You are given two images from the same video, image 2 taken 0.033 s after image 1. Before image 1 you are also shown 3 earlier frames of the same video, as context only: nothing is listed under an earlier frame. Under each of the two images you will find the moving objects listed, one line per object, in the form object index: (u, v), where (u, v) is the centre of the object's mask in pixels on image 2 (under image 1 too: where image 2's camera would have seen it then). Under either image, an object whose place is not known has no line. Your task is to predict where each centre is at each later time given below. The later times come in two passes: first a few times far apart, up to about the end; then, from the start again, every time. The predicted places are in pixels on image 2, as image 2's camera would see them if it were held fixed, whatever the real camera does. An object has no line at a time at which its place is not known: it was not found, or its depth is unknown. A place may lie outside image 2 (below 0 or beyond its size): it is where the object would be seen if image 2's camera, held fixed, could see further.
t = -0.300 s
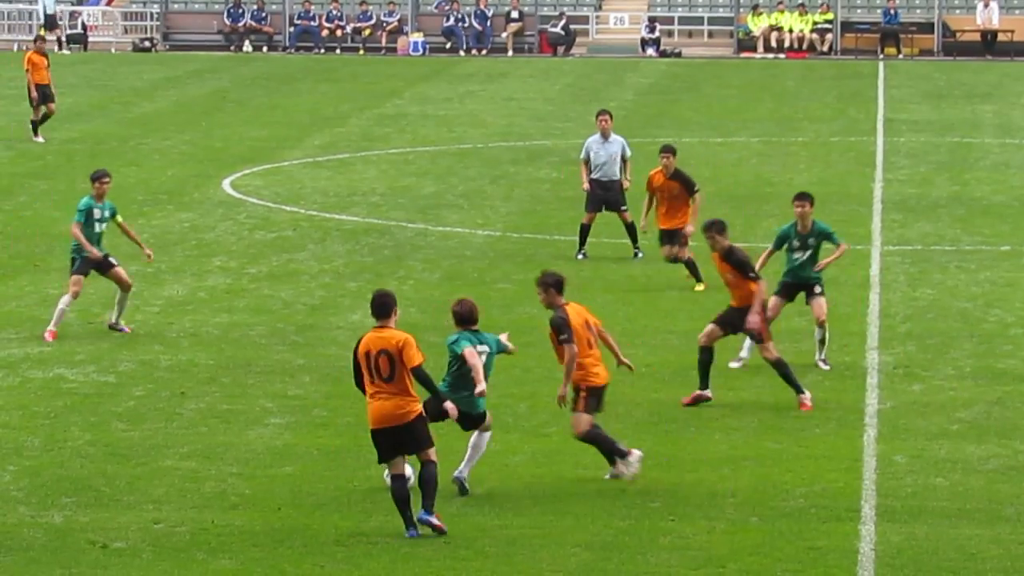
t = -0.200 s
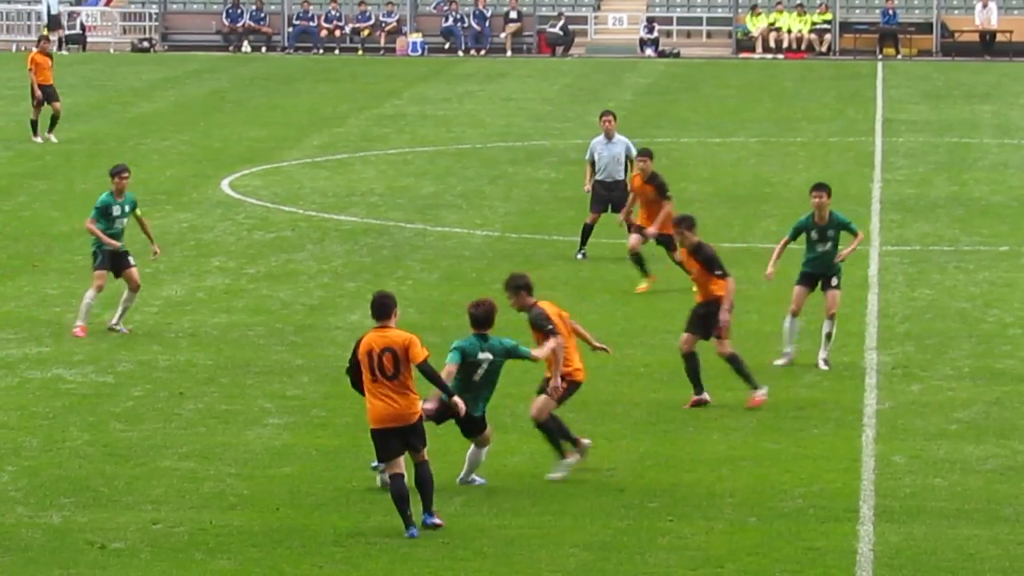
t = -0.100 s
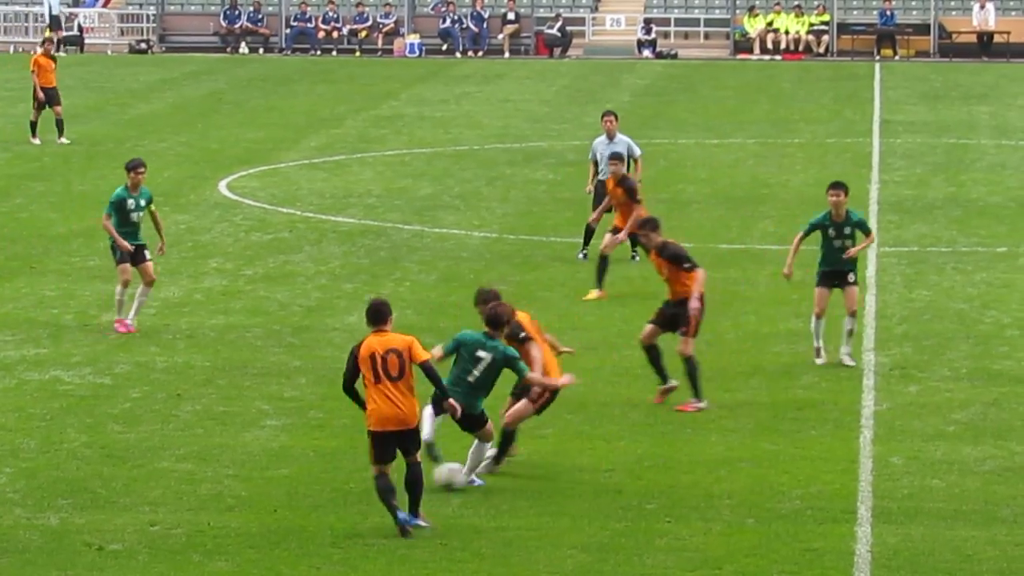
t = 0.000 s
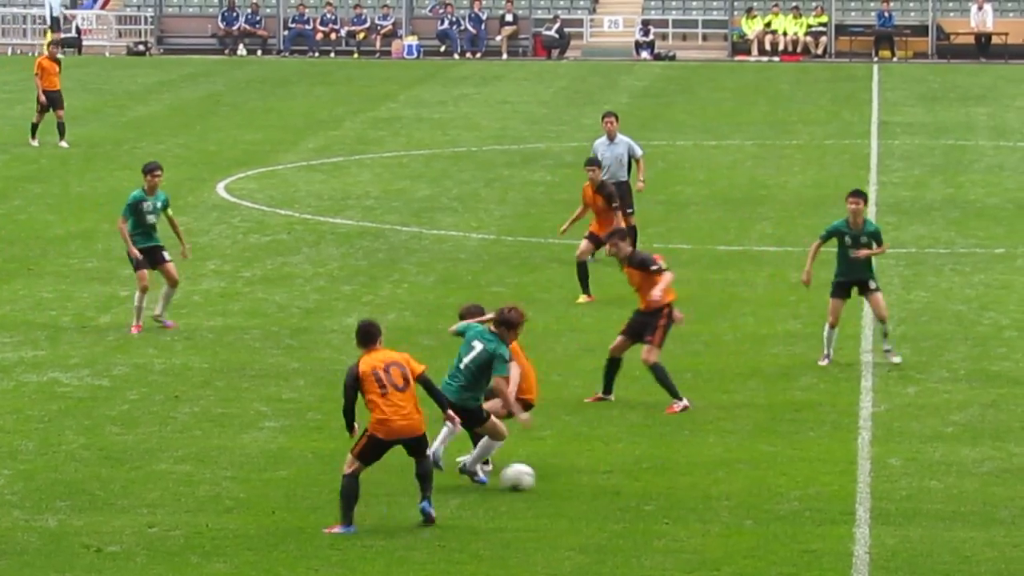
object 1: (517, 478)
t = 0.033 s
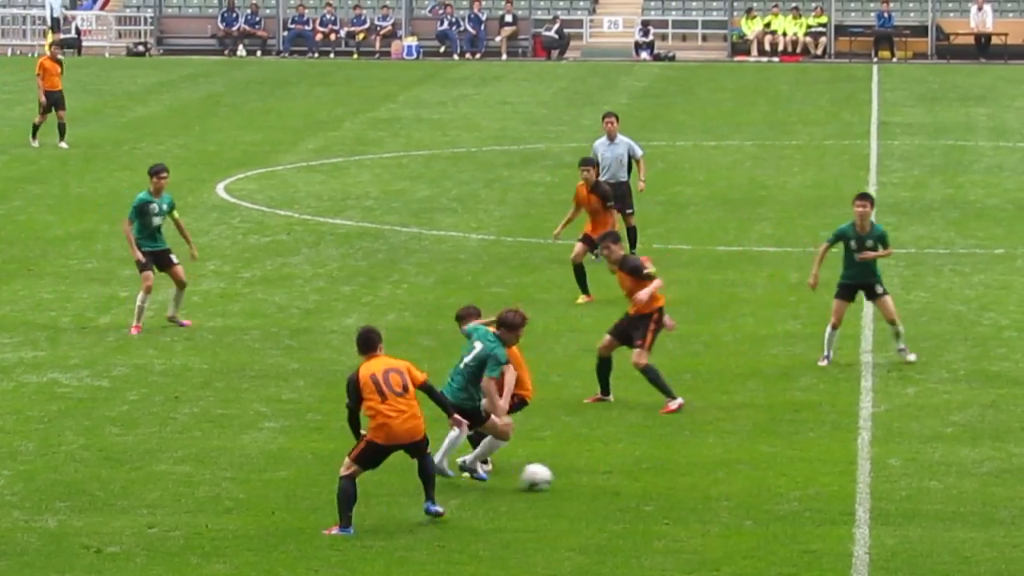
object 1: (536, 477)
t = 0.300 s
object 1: (664, 475)
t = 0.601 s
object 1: (791, 475)
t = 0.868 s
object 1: (893, 475)
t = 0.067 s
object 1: (552, 476)
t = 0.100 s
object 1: (569, 475)
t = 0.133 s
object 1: (586, 476)
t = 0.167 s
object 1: (602, 476)
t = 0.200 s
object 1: (618, 476)
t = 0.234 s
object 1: (634, 475)
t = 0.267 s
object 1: (649, 475)
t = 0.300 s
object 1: (664, 475)
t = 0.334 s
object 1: (679, 475)
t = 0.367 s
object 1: (693, 476)
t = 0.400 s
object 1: (708, 475)
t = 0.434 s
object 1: (722, 475)
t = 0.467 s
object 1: (736, 474)
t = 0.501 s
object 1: (750, 475)
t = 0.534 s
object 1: (765, 475)
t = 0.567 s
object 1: (778, 474)
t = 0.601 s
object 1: (791, 475)
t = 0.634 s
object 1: (804, 475)
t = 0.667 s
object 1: (817, 474)
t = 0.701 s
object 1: (830, 474)
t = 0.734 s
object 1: (842, 474)
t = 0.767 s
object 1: (856, 475)
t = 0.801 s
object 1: (868, 476)
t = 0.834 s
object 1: (881, 475)
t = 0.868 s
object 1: (893, 475)
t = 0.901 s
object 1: (904, 475)
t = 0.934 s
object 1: (916, 475)
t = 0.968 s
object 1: (929, 476)
